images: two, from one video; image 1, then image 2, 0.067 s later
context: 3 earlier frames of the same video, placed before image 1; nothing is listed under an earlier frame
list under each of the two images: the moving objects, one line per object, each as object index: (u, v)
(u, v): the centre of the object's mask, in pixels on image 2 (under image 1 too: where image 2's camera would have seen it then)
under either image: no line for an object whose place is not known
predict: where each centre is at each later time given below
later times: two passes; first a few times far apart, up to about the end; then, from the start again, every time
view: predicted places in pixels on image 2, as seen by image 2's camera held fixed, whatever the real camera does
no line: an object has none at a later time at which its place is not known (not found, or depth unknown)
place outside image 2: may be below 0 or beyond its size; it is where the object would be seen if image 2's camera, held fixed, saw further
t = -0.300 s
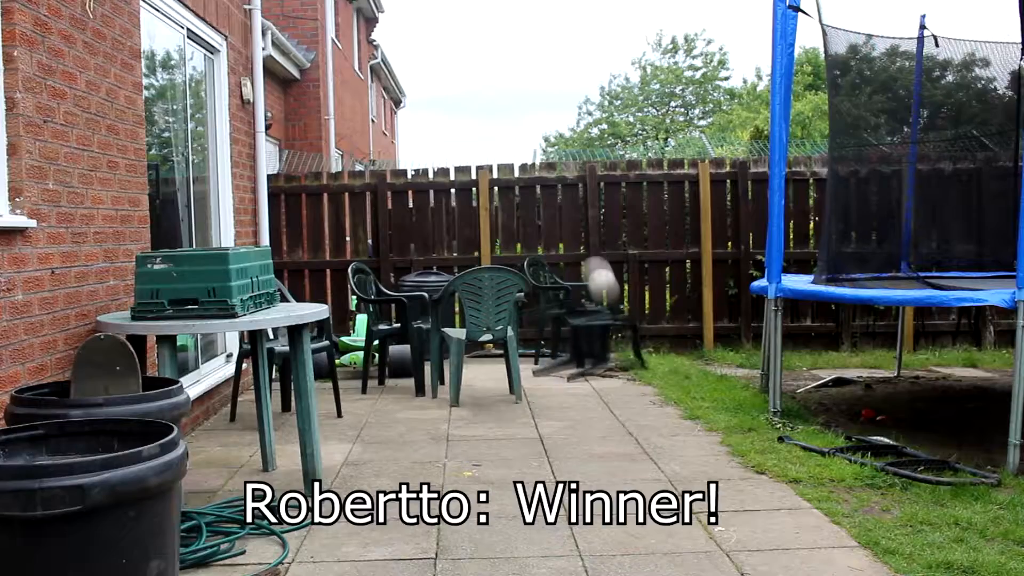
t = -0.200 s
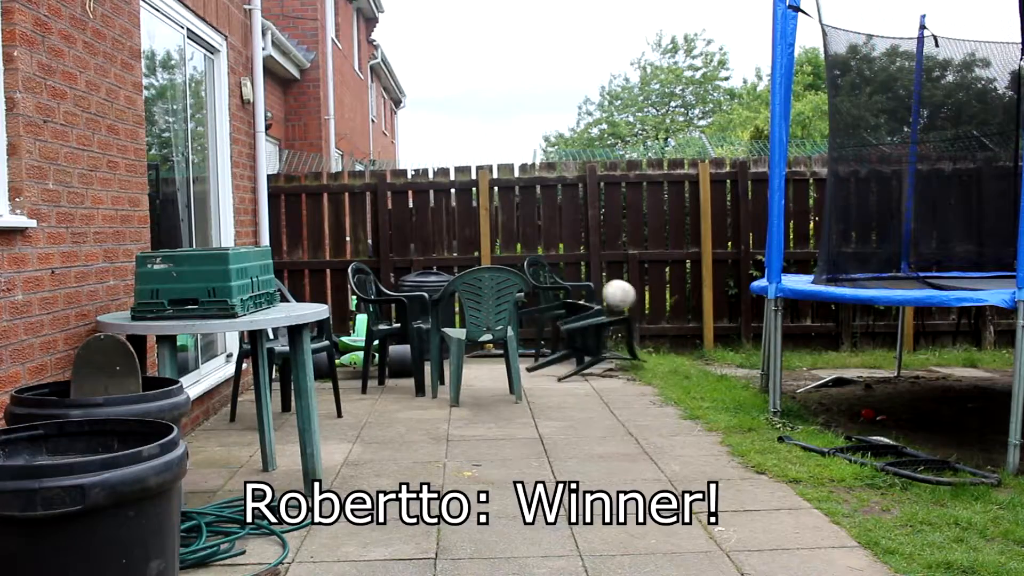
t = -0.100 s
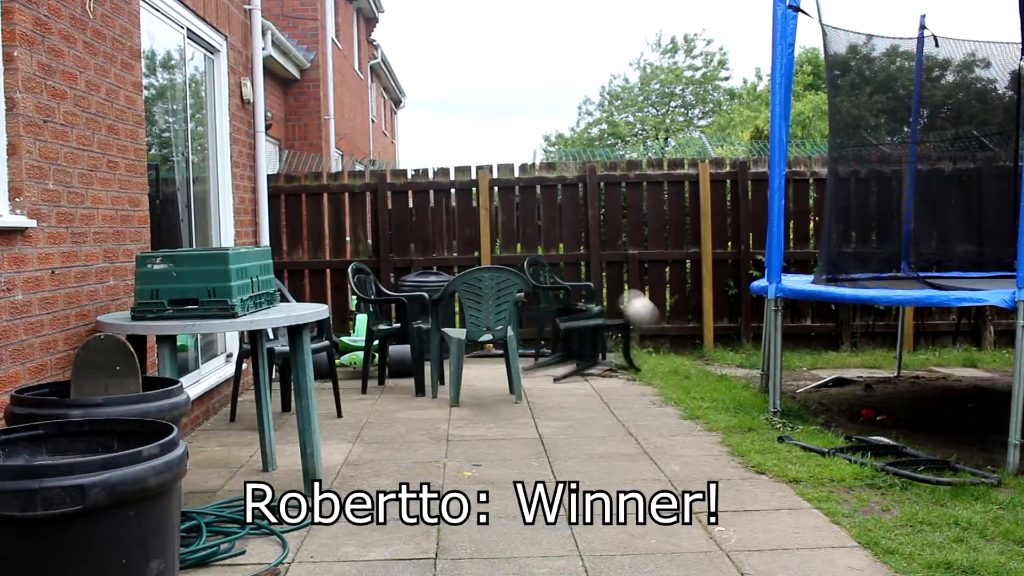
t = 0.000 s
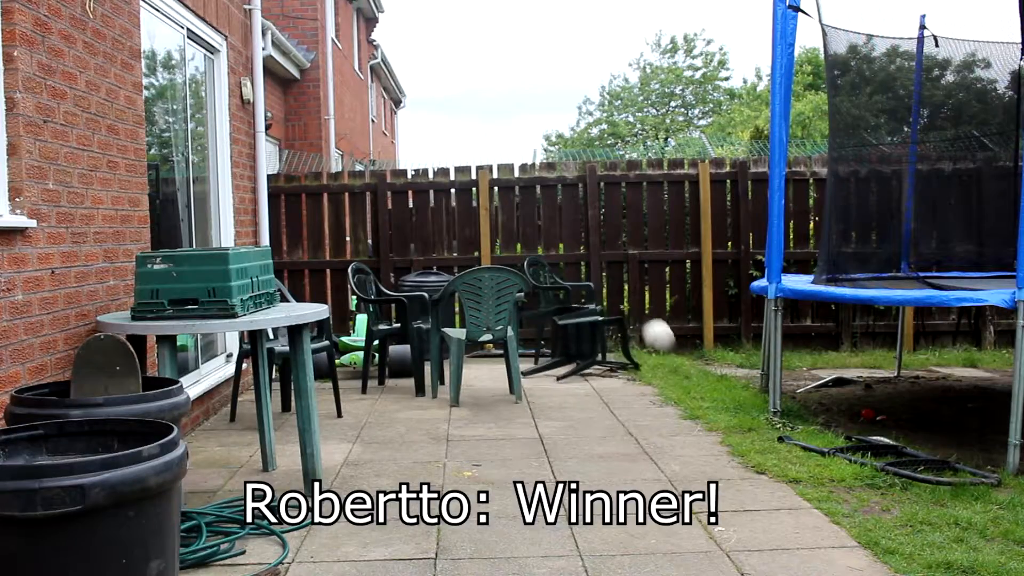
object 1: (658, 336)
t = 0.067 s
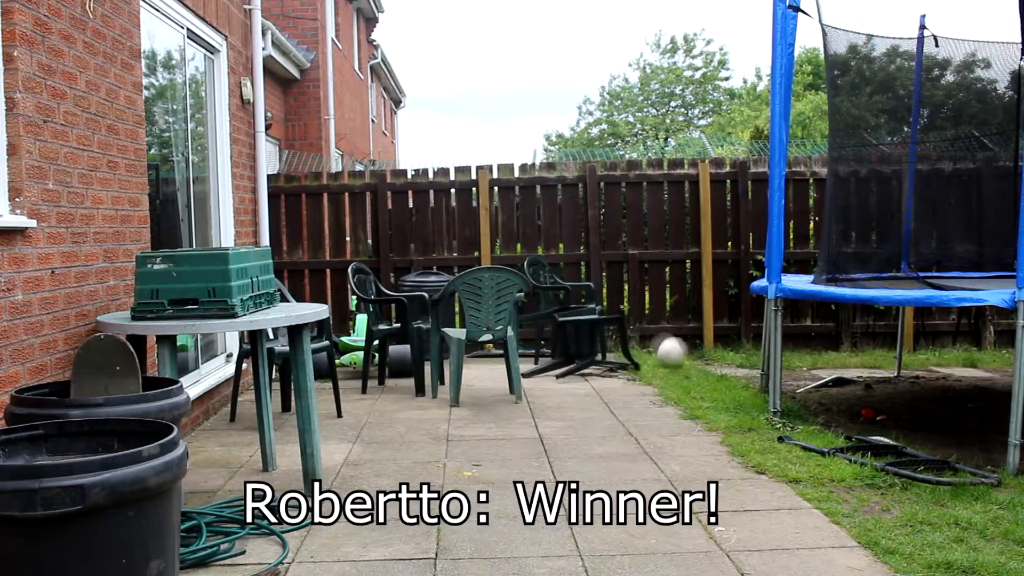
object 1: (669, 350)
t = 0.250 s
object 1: (692, 332)
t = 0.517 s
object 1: (727, 352)
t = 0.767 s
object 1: (754, 350)
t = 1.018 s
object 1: (795, 351)
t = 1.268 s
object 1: (823, 349)
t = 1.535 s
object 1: (853, 348)
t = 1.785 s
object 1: (876, 346)
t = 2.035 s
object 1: (893, 345)
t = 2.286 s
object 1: (911, 346)
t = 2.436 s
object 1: (915, 346)
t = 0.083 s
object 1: (673, 352)
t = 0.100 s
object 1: (675, 348)
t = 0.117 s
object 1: (678, 343)
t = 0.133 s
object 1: (680, 340)
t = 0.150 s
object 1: (680, 340)
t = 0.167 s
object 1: (682, 338)
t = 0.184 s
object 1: (685, 337)
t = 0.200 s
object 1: (687, 334)
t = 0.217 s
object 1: (689, 333)
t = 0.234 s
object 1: (691, 332)
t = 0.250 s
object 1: (692, 332)
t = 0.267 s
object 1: (694, 332)
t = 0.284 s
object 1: (697, 331)
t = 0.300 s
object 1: (699, 331)
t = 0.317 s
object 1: (702, 333)
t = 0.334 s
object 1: (704, 334)
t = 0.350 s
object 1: (705, 334)
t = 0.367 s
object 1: (708, 336)
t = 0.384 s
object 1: (710, 338)
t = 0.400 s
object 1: (712, 341)
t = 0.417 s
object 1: (713, 343)
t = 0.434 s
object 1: (717, 349)
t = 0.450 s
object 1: (718, 350)
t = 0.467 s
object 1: (720, 353)
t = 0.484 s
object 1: (723, 357)
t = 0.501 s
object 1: (726, 354)
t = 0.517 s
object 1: (727, 352)
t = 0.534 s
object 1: (731, 348)
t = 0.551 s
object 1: (732, 346)
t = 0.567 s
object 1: (734, 345)
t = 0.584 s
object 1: (736, 344)
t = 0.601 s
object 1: (738, 343)
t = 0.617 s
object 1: (741, 343)
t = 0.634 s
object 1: (743, 343)
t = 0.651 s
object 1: (744, 343)
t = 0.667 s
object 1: (745, 343)
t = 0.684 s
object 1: (748, 344)
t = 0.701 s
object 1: (748, 344)
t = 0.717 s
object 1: (751, 346)
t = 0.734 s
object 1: (751, 347)
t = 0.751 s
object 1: (752, 347)
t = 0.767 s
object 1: (754, 350)
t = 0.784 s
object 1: (754, 350)
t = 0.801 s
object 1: (756, 352)
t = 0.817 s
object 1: (756, 352)
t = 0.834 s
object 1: (759, 348)
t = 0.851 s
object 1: (759, 347)
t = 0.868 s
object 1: (786, 344)
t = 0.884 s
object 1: (786, 344)
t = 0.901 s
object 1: (787, 345)
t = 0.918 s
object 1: (787, 346)
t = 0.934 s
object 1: (789, 346)
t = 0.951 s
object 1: (789, 349)
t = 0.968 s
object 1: (790, 349)
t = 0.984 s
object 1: (791, 350)
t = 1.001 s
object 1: (792, 351)
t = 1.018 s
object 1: (795, 351)
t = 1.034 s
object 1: (795, 351)
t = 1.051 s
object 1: (796, 350)
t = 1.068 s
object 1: (798, 350)
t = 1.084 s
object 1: (800, 350)
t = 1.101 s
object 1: (802, 351)
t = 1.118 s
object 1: (805, 352)
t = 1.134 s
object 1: (806, 351)
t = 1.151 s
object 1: (808, 351)
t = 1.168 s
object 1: (810, 352)
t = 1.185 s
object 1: (812, 351)
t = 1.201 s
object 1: (815, 351)
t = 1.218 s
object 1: (816, 351)
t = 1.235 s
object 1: (819, 350)
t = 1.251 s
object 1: (821, 349)
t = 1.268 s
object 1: (823, 349)
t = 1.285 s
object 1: (825, 349)
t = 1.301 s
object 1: (827, 349)
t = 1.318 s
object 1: (829, 348)
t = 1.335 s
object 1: (830, 349)
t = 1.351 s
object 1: (833, 349)
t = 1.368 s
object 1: (835, 349)
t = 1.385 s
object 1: (837, 349)
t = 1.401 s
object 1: (839, 349)
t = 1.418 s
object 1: (841, 349)
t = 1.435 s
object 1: (843, 348)
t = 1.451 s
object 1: (845, 348)
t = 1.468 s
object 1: (846, 348)
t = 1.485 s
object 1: (848, 348)
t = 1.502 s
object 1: (849, 348)
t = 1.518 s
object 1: (851, 348)
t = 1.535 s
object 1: (853, 348)
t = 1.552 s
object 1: (855, 347)
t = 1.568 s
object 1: (856, 347)
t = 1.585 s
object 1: (858, 347)
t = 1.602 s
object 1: (859, 347)
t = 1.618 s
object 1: (861, 347)
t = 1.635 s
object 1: (863, 347)
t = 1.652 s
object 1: (864, 347)
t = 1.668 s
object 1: (866, 347)
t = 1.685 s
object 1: (868, 347)
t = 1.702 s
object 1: (869, 346)
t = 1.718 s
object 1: (871, 346)
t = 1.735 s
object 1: (873, 346)
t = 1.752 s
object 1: (874, 346)
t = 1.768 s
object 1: (875, 346)
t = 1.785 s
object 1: (876, 346)
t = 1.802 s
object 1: (878, 346)
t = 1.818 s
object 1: (879, 346)
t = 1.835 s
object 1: (881, 347)
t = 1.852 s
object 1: (882, 347)
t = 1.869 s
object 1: (883, 347)
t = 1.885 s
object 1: (884, 347)
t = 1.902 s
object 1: (885, 347)
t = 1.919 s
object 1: (886, 346)
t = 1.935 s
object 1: (886, 346)
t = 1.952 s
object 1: (887, 346)
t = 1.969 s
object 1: (888, 346)
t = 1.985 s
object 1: (888, 345)
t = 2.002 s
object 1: (889, 345)
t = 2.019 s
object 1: (889, 345)
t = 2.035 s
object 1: (893, 345)
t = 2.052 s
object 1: (894, 345)
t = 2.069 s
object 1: (895, 345)
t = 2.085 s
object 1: (896, 345)
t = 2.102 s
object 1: (897, 345)
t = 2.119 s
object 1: (898, 345)
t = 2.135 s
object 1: (898, 343)
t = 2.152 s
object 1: (902, 346)
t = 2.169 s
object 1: (902, 345)
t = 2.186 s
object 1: (903, 345)
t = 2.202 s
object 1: (904, 344)
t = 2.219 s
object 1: (905, 345)
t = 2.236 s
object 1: (906, 345)
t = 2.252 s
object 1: (907, 345)
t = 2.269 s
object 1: (907, 345)
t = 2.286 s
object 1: (911, 346)
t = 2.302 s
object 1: (911, 346)
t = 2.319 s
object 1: (912, 346)
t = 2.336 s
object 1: (912, 346)
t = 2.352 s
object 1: (913, 346)
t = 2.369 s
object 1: (913, 346)
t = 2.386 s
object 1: (914, 346)
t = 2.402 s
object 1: (914, 346)
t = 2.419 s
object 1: (915, 346)
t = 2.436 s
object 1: (915, 346)
